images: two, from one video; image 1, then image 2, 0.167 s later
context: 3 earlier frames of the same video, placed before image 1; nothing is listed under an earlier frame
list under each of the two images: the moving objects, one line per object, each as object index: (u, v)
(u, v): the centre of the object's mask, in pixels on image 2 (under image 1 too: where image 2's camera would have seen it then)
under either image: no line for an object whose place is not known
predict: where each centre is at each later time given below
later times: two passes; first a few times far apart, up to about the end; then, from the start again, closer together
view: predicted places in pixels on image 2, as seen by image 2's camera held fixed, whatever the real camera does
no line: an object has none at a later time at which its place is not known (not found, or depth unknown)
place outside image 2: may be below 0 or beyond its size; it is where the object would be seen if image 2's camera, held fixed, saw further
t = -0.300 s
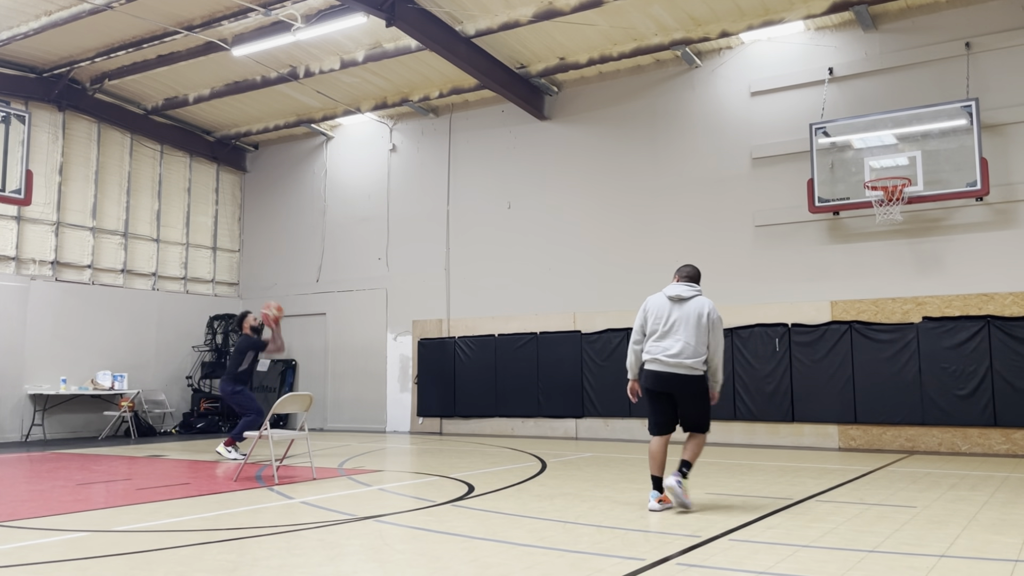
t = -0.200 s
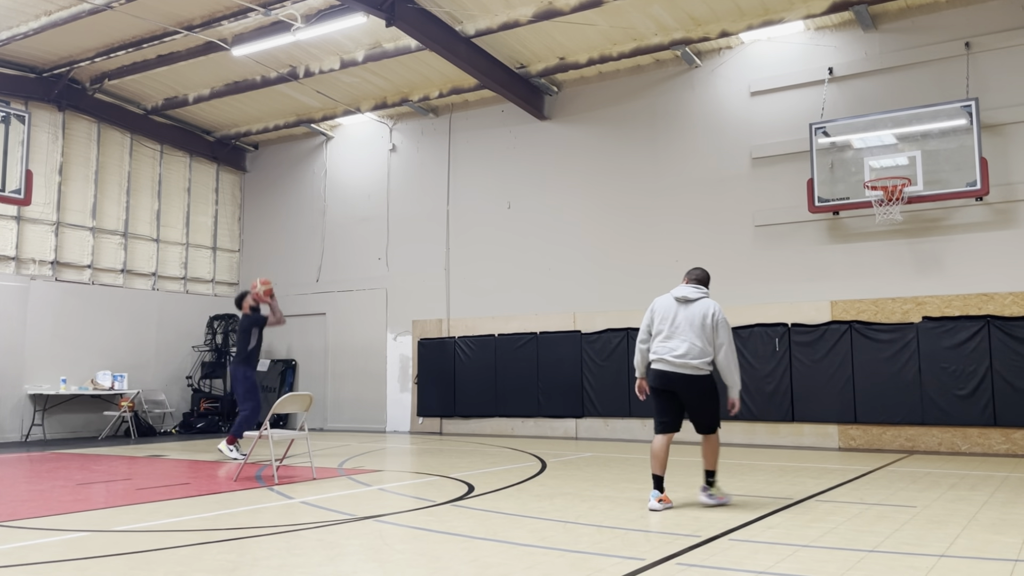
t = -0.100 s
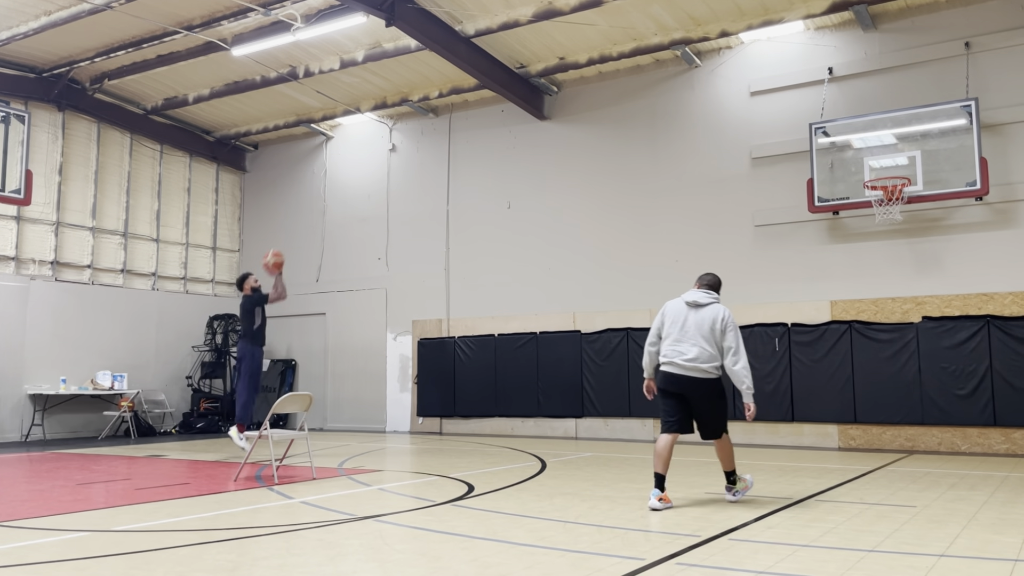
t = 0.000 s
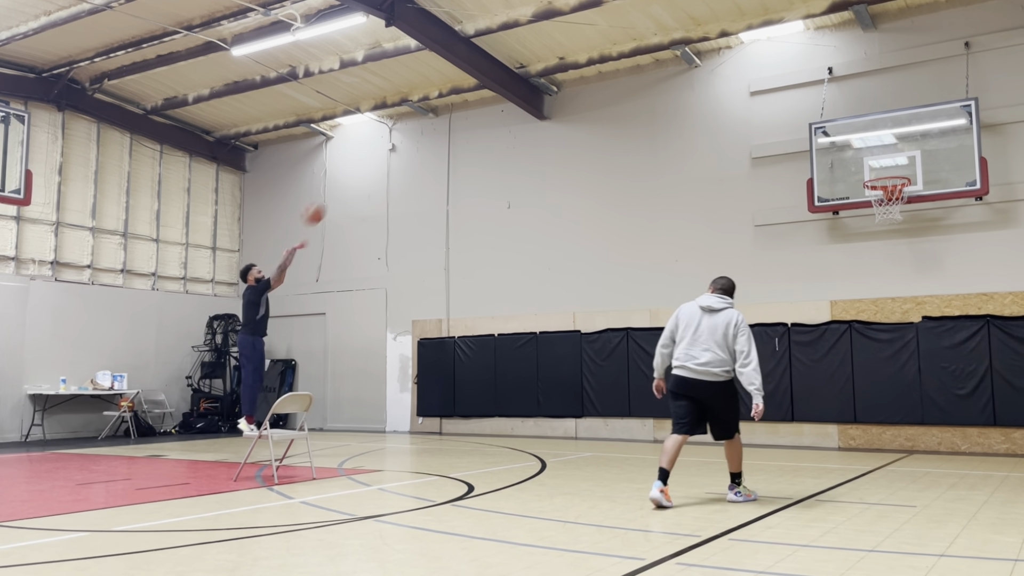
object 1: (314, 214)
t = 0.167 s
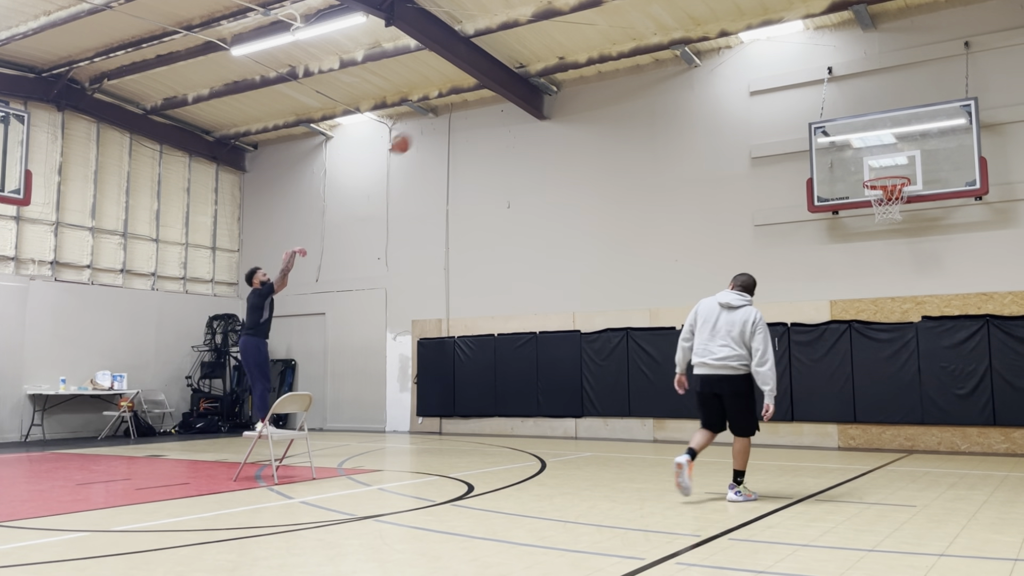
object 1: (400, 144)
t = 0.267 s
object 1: (450, 112)
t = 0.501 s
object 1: (567, 71)
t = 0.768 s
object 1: (698, 77)
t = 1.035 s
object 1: (835, 142)
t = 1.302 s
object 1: (911, 198)
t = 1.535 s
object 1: (921, 233)
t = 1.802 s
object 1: (936, 334)
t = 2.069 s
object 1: (941, 414)
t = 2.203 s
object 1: (919, 361)
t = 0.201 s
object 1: (418, 132)
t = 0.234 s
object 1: (434, 121)
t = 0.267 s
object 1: (450, 112)
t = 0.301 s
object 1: (468, 104)
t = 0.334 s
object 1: (485, 96)
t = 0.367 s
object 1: (501, 89)
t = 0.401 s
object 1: (518, 83)
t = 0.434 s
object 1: (533, 79)
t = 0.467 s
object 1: (551, 75)
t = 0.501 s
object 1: (567, 71)
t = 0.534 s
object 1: (583, 69)
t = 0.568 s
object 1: (600, 68)
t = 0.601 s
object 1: (617, 67)
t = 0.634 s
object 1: (634, 68)
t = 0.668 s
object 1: (650, 68)
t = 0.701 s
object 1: (666, 70)
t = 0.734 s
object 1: (682, 73)
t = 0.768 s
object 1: (698, 77)
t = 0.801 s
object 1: (716, 82)
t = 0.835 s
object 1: (732, 88)
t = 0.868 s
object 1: (749, 94)
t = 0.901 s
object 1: (766, 102)
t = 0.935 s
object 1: (782, 110)
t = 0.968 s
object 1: (799, 119)
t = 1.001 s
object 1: (817, 130)
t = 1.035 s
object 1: (835, 142)
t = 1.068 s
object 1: (850, 153)
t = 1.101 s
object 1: (866, 165)
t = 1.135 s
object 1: (886, 180)
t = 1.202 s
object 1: (907, 199)
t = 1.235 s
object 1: (910, 198)
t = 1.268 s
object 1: (911, 198)
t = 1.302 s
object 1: (911, 198)
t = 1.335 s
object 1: (912, 201)
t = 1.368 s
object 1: (913, 204)
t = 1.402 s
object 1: (914, 208)
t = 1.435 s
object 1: (916, 213)
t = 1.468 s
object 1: (918, 219)
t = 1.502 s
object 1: (919, 226)
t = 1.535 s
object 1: (921, 233)
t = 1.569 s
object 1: (922, 242)
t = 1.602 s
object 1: (924, 252)
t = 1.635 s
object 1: (926, 263)
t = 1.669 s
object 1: (927, 275)
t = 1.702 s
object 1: (930, 287)
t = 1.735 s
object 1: (932, 302)
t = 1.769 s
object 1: (934, 318)
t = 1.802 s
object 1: (936, 334)
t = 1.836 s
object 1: (939, 352)
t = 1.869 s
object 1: (941, 370)
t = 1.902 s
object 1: (944, 391)
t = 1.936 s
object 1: (948, 411)
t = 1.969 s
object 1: (950, 432)
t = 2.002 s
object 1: (952, 450)
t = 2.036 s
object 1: (946, 431)
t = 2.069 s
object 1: (941, 414)
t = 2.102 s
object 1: (935, 400)
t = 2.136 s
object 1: (930, 386)
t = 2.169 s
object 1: (924, 373)
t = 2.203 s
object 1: (919, 361)
